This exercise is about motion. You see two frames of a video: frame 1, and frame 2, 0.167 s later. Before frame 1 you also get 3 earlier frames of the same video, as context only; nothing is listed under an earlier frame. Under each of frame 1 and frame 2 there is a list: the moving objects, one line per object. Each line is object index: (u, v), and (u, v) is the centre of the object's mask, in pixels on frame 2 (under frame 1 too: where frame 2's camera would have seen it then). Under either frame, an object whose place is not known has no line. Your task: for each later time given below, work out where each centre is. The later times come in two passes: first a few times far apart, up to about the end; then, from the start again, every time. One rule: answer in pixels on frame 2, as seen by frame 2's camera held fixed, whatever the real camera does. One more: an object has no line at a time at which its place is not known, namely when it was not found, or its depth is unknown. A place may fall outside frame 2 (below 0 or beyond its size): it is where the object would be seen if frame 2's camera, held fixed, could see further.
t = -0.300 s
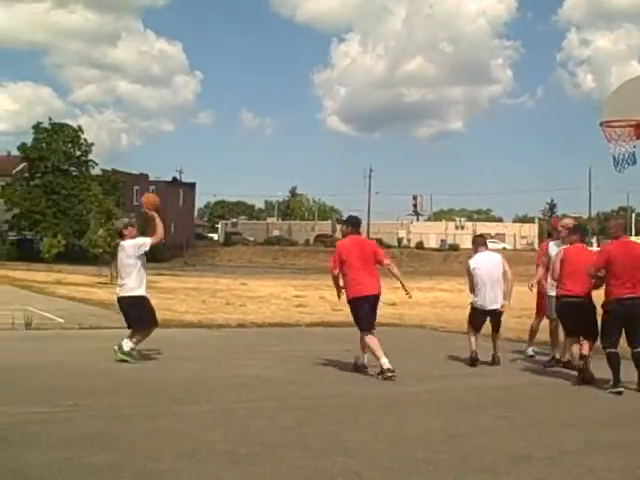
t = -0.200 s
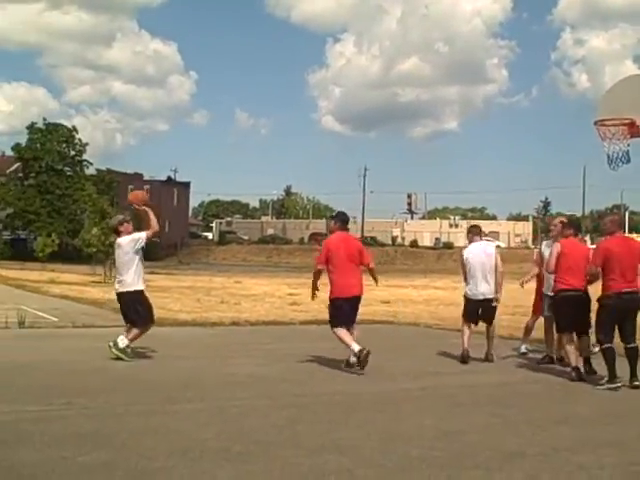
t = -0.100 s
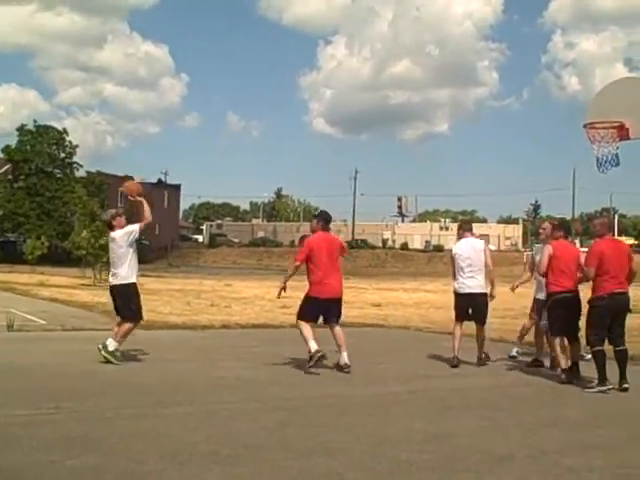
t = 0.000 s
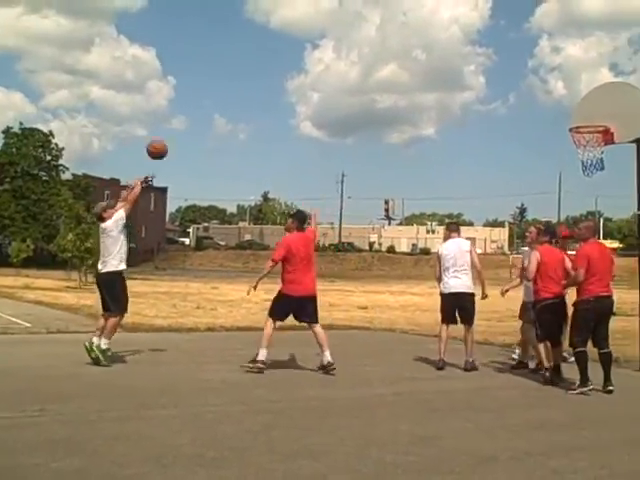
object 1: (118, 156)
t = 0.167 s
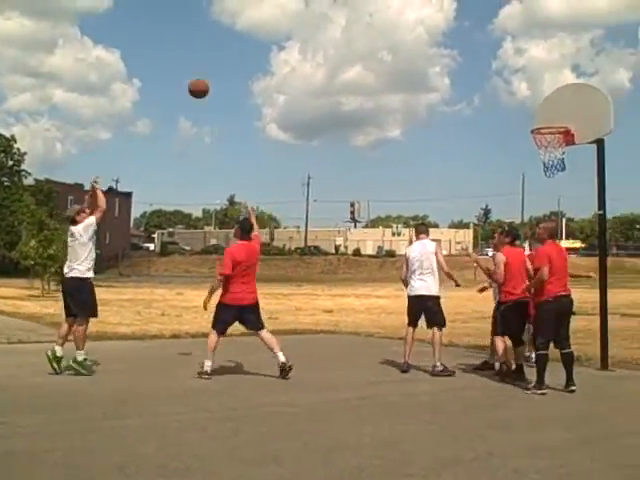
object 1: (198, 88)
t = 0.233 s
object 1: (228, 72)
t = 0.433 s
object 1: (313, 40)
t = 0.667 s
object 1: (401, 41)
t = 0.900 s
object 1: (485, 85)
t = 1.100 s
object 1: (531, 138)
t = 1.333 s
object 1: (474, 164)
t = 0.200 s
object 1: (213, 77)
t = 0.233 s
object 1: (228, 72)
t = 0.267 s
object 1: (245, 64)
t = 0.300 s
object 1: (256, 54)
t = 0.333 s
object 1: (269, 47)
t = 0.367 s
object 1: (287, 45)
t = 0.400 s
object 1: (301, 43)
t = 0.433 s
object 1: (313, 40)
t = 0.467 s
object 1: (327, 36)
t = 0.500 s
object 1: (338, 33)
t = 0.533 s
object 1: (351, 33)
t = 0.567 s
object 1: (364, 33)
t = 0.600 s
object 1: (377, 35)
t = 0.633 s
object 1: (388, 39)
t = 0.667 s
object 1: (401, 41)
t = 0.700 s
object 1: (413, 45)
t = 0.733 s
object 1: (425, 49)
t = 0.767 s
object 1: (437, 55)
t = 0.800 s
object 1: (449, 62)
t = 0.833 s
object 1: (462, 71)
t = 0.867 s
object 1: (473, 77)
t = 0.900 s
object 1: (485, 85)
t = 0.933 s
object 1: (497, 95)
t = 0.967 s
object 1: (509, 106)
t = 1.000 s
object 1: (521, 117)
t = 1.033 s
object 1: (532, 127)
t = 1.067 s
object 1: (538, 140)
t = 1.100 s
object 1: (531, 138)
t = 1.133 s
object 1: (523, 138)
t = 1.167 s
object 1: (516, 141)
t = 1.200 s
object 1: (507, 145)
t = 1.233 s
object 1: (499, 148)
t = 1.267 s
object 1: (491, 153)
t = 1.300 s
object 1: (483, 159)
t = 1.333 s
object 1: (474, 164)
